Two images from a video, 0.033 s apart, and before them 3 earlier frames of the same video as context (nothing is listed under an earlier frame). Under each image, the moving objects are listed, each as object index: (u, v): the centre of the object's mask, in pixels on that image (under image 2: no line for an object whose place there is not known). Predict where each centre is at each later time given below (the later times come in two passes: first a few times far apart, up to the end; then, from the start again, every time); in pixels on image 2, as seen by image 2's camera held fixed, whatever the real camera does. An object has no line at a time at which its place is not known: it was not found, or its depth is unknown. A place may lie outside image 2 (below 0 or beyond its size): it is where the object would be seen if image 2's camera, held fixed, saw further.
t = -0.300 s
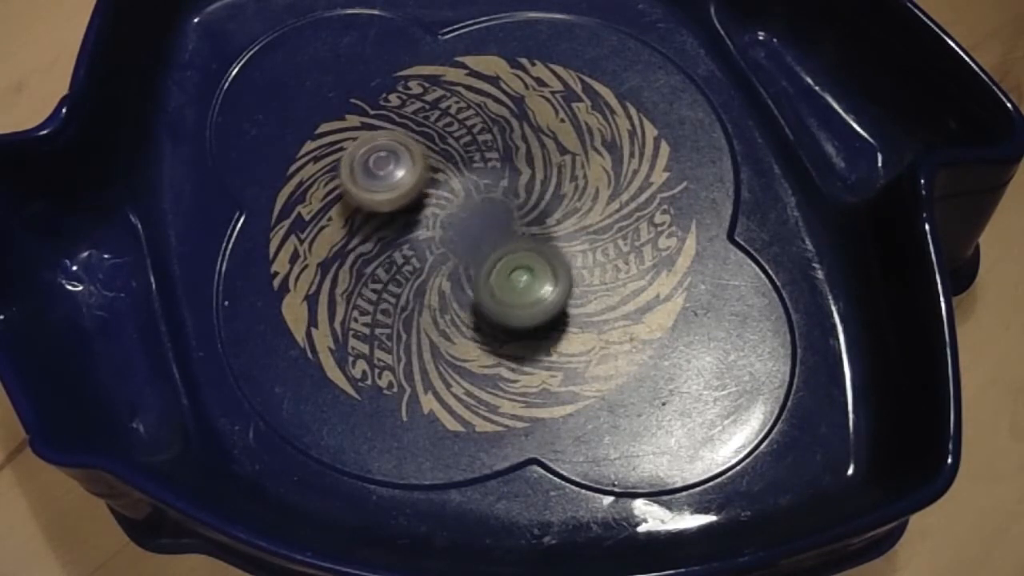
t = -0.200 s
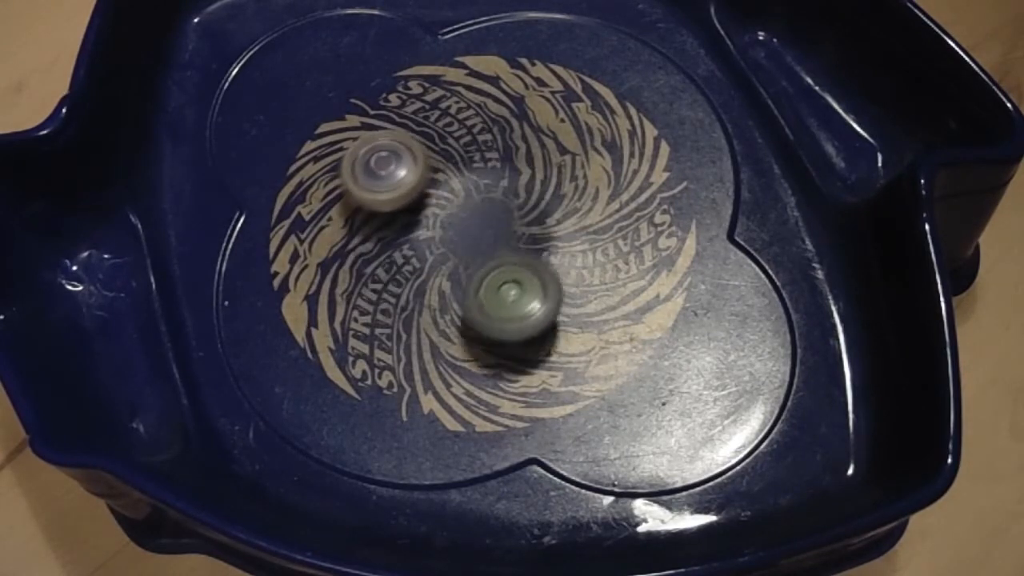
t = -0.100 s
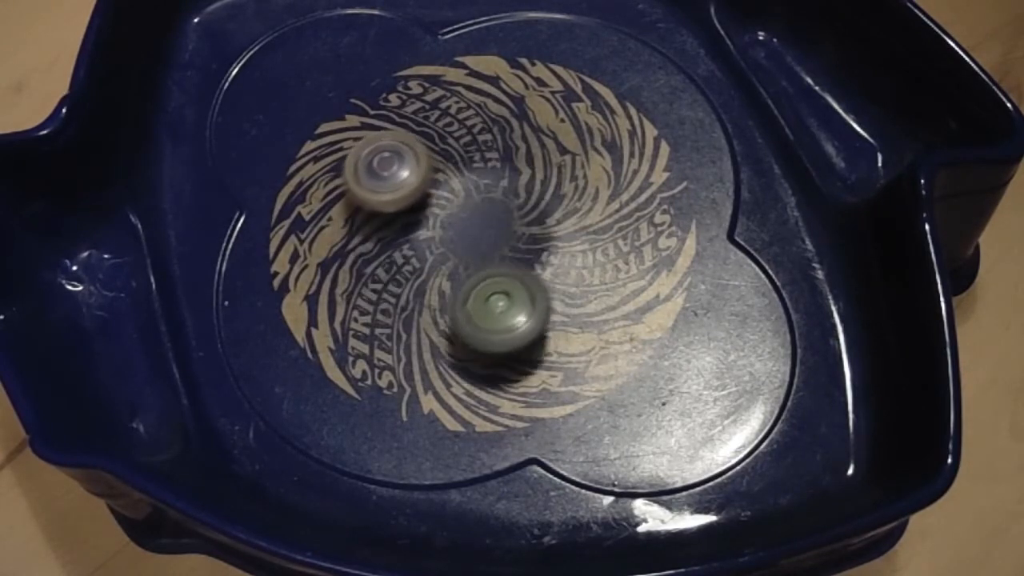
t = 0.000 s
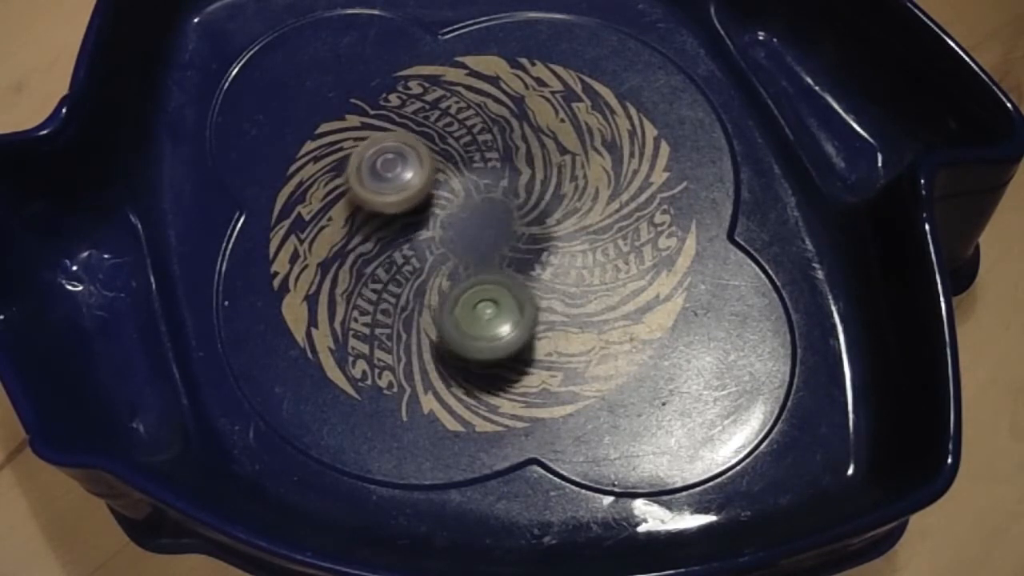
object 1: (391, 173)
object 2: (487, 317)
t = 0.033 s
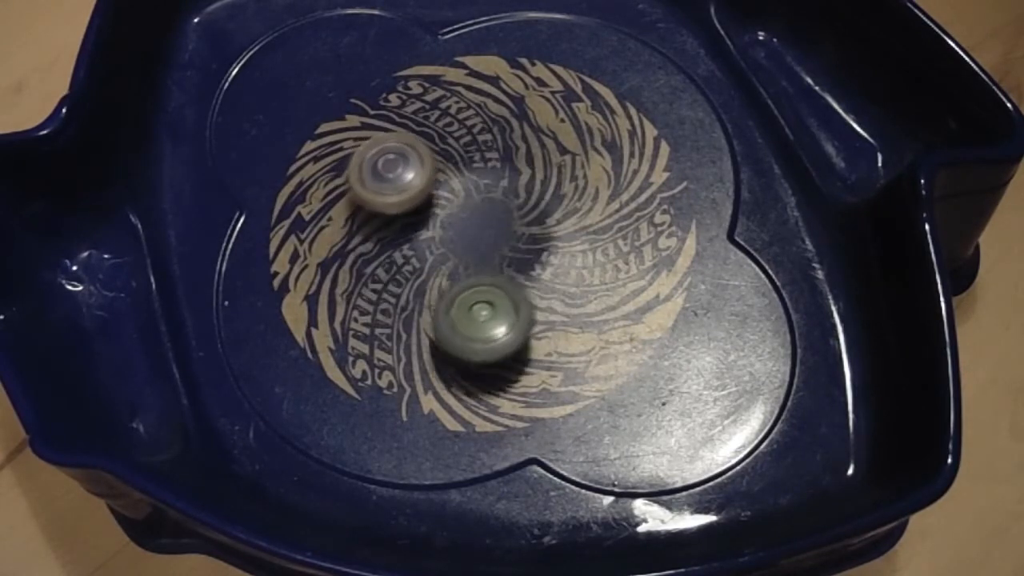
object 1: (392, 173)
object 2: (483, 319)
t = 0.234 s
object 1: (398, 180)
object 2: (453, 317)
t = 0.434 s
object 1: (401, 191)
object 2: (427, 305)
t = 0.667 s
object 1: (405, 188)
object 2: (407, 316)
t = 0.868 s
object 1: (417, 174)
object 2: (404, 317)
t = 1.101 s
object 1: (437, 183)
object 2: (406, 311)
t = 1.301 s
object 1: (455, 205)
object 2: (412, 303)
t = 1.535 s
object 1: (487, 220)
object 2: (405, 317)
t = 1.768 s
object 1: (506, 236)
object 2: (399, 330)
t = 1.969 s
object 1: (507, 249)
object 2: (396, 335)
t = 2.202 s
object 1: (490, 256)
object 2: (400, 331)
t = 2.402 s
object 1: (481, 239)
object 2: (397, 330)
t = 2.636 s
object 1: (490, 211)
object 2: (392, 331)
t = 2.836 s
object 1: (503, 192)
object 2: (396, 324)
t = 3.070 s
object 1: (514, 182)
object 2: (409, 311)
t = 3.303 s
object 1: (512, 191)
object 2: (426, 300)
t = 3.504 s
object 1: (496, 207)
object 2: (445, 295)
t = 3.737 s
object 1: (523, 173)
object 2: (407, 366)
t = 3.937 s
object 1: (539, 161)
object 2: (385, 390)
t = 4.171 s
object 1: (558, 172)
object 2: (365, 388)
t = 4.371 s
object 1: (563, 192)
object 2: (365, 366)
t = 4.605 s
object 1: (543, 209)
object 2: (392, 330)
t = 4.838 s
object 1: (507, 204)
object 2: (442, 307)
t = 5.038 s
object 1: (484, 191)
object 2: (483, 310)
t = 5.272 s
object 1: (472, 174)
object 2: (520, 336)
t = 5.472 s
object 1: (475, 169)
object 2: (525, 363)
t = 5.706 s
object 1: (484, 181)
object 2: (513, 376)
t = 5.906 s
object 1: (483, 200)
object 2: (493, 366)
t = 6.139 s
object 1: (467, 219)
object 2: (478, 332)
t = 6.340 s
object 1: (442, 203)
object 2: (479, 318)
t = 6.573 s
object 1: (441, 181)
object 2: (498, 309)
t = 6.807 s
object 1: (466, 181)
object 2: (514, 311)
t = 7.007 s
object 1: (484, 204)
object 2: (521, 320)
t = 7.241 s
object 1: (477, 239)
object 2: (516, 326)
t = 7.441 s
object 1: (450, 244)
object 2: (506, 327)
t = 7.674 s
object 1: (441, 226)
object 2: (495, 314)
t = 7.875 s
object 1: (463, 211)
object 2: (493, 299)
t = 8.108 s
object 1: (499, 208)
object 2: (499, 297)
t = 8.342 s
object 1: (518, 219)
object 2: (488, 330)
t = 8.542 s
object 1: (501, 232)
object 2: (467, 337)
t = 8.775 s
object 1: (470, 225)
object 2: (448, 322)
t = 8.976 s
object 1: (464, 206)
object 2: (447, 300)
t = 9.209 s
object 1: (481, 194)
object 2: (468, 280)
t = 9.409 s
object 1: (511, 183)
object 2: (481, 299)
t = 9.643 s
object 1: (513, 203)
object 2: (480, 321)
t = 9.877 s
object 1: (479, 214)
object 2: (461, 326)
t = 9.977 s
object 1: (465, 211)
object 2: (454, 321)
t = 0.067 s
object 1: (393, 174)
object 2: (478, 321)
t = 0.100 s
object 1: (394, 175)
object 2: (472, 320)
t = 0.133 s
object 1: (395, 176)
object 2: (468, 320)
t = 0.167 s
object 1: (396, 177)
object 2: (463, 320)
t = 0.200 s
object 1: (397, 178)
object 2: (458, 320)
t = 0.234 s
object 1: (398, 180)
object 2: (453, 317)
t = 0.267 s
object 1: (400, 181)
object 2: (448, 316)
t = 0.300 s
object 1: (400, 183)
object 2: (445, 314)
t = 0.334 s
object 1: (401, 185)
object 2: (440, 313)
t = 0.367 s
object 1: (402, 187)
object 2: (436, 311)
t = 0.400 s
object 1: (401, 189)
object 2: (431, 308)
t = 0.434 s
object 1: (401, 191)
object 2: (427, 305)
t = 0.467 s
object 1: (400, 196)
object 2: (423, 302)
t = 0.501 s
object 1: (401, 200)
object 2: (420, 298)
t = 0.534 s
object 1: (401, 203)
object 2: (418, 295)
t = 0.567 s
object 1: (401, 202)
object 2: (415, 297)
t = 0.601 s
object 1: (402, 193)
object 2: (412, 308)
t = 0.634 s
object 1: (404, 189)
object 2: (408, 314)
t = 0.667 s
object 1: (405, 188)
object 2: (407, 316)
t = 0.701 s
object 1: (406, 185)
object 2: (405, 317)
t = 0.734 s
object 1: (407, 182)
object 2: (405, 317)
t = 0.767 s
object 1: (408, 180)
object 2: (404, 317)
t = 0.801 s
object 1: (411, 178)
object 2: (404, 317)
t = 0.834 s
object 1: (414, 176)
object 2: (404, 317)
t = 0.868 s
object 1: (417, 174)
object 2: (404, 317)
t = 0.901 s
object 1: (420, 172)
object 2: (403, 317)
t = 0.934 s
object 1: (424, 172)
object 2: (403, 316)
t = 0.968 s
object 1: (426, 172)
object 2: (403, 315)
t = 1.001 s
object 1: (429, 174)
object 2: (404, 315)
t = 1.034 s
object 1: (431, 176)
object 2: (405, 314)
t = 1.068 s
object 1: (433, 179)
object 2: (406, 313)
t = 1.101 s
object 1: (437, 183)
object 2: (406, 311)
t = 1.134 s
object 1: (439, 186)
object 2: (407, 310)
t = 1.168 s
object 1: (442, 190)
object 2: (408, 308)
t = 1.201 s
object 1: (445, 194)
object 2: (410, 307)
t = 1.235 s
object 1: (449, 197)
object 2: (411, 306)
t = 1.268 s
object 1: (452, 201)
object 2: (411, 304)
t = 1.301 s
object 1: (455, 205)
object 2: (412, 303)
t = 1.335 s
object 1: (458, 209)
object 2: (414, 302)
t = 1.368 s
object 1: (461, 214)
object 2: (415, 301)
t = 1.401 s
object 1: (465, 217)
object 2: (416, 300)
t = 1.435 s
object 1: (471, 217)
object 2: (414, 303)
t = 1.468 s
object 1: (478, 217)
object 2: (410, 310)
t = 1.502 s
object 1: (484, 218)
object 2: (407, 313)
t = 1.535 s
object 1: (487, 220)
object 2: (405, 317)
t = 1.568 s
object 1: (492, 223)
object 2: (403, 319)
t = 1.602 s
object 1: (495, 225)
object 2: (403, 321)
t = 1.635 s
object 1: (498, 227)
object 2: (402, 323)
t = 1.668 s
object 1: (501, 229)
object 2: (402, 325)
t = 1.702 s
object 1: (503, 231)
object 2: (401, 327)
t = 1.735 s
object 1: (505, 234)
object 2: (400, 328)
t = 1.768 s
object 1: (506, 236)
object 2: (399, 330)
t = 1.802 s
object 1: (507, 239)
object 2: (398, 331)
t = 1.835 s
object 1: (508, 240)
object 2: (397, 333)
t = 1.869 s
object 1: (508, 242)
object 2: (396, 333)
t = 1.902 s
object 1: (508, 244)
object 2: (396, 335)
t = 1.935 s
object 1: (508, 247)
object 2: (396, 335)
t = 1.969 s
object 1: (507, 249)
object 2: (396, 335)
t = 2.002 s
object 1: (505, 251)
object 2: (396, 335)
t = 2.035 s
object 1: (503, 253)
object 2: (396, 335)
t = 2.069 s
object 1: (501, 254)
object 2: (396, 335)
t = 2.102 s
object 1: (498, 255)
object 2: (397, 335)
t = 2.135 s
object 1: (495, 256)
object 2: (398, 334)
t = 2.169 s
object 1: (493, 256)
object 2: (399, 333)
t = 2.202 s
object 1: (490, 256)
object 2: (400, 331)
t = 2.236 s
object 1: (486, 249)
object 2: (403, 330)
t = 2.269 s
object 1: (483, 249)
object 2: (405, 329)
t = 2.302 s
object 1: (481, 248)
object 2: (406, 328)
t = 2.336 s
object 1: (479, 247)
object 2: (407, 327)
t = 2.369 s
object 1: (479, 245)
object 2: (405, 327)
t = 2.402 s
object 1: (481, 239)
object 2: (397, 330)
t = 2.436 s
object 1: (483, 235)
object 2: (394, 331)
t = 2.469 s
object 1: (484, 232)
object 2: (393, 331)
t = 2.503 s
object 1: (485, 227)
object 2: (392, 332)
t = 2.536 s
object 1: (486, 223)
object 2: (392, 331)
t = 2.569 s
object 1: (488, 219)
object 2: (392, 331)
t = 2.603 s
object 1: (489, 214)
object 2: (392, 331)
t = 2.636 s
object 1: (490, 211)
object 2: (392, 331)
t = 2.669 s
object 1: (492, 207)
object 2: (392, 330)
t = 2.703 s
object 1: (494, 203)
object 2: (393, 329)
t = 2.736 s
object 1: (496, 200)
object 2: (393, 328)
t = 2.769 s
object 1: (498, 197)
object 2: (394, 326)
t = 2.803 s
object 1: (500, 194)
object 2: (395, 325)
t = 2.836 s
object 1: (503, 192)
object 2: (396, 324)
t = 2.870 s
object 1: (504, 190)
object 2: (397, 322)
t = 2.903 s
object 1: (506, 188)
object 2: (399, 320)
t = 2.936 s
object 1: (509, 187)
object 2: (401, 319)
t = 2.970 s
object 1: (511, 185)
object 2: (403, 317)
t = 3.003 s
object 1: (511, 184)
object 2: (405, 314)
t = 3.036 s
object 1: (513, 183)
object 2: (408, 313)
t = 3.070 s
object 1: (514, 182)
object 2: (409, 311)
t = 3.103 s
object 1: (515, 183)
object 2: (412, 309)
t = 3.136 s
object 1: (516, 183)
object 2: (414, 307)
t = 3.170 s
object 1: (516, 184)
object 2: (416, 305)
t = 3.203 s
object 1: (515, 186)
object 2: (418, 304)
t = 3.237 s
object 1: (515, 187)
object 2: (421, 303)
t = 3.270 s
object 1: (514, 188)
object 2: (423, 302)
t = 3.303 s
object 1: (512, 191)
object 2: (426, 300)
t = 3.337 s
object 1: (510, 193)
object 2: (429, 299)
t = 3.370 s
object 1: (508, 195)
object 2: (432, 298)
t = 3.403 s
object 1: (506, 198)
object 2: (435, 297)
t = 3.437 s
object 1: (503, 201)
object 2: (438, 296)
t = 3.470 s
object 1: (500, 204)
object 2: (441, 295)
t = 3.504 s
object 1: (496, 207)
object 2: (445, 295)
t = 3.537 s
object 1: (493, 209)
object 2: (448, 295)
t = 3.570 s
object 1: (490, 211)
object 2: (450, 295)
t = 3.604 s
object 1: (501, 200)
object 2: (440, 310)
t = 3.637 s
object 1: (511, 189)
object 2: (425, 333)
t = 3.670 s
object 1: (518, 181)
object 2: (417, 348)
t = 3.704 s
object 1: (522, 176)
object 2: (412, 358)
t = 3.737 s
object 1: (523, 173)
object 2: (407, 366)
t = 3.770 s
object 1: (523, 170)
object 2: (404, 372)
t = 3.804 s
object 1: (527, 167)
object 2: (400, 377)
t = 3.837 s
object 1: (529, 164)
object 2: (397, 381)
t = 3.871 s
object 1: (533, 161)
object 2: (394, 385)
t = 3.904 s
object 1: (536, 161)
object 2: (389, 388)
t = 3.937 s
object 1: (539, 161)
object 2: (385, 390)
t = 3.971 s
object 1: (543, 161)
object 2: (382, 392)
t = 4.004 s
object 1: (546, 162)
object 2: (379, 392)
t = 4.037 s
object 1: (548, 163)
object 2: (376, 393)
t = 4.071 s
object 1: (551, 165)
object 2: (373, 392)
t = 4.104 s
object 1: (555, 168)
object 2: (370, 392)
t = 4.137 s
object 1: (557, 169)
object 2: (368, 390)
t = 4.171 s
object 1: (558, 172)
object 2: (365, 388)
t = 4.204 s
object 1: (559, 174)
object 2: (364, 385)
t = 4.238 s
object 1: (562, 178)
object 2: (362, 383)
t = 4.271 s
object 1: (563, 181)
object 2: (362, 379)
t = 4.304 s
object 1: (564, 184)
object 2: (362, 374)
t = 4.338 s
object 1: (564, 188)
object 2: (363, 370)
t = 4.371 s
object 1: (563, 192)
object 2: (365, 366)
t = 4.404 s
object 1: (563, 194)
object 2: (368, 361)
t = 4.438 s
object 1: (561, 198)
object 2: (370, 356)
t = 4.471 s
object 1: (558, 202)
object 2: (373, 351)
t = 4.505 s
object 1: (555, 204)
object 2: (376, 346)
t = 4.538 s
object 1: (551, 206)
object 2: (382, 340)
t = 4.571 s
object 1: (547, 208)
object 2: (387, 335)
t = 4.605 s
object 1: (543, 209)
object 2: (392, 330)
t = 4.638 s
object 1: (537, 210)
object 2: (398, 325)
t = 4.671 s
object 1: (532, 209)
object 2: (405, 321)
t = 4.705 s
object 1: (528, 209)
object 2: (412, 318)
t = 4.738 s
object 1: (523, 208)
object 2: (419, 314)
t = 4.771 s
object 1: (517, 207)
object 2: (426, 311)
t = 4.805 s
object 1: (512, 206)
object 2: (434, 307)
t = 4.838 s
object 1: (507, 204)
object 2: (442, 307)
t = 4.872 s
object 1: (503, 202)
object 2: (448, 305)
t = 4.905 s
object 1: (498, 200)
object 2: (456, 305)
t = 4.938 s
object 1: (494, 198)
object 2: (463, 304)
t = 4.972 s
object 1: (491, 196)
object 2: (468, 305)
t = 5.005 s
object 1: (487, 193)
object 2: (476, 307)
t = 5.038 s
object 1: (484, 191)
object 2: (483, 310)
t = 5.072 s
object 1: (480, 189)
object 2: (489, 311)
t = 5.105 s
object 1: (478, 187)
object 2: (497, 316)
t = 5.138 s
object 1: (476, 184)
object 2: (503, 321)
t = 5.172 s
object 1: (473, 181)
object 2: (508, 324)
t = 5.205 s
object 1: (472, 179)
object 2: (513, 328)
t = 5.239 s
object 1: (472, 176)
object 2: (517, 332)
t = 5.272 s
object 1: (472, 174)
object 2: (520, 336)
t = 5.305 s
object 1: (471, 173)
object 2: (522, 340)
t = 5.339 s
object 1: (471, 172)
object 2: (525, 344)
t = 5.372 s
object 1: (471, 170)
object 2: (526, 348)
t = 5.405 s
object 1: (473, 169)
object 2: (526, 354)
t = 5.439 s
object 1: (474, 168)
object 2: (527, 358)
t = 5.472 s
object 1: (475, 169)
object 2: (525, 363)
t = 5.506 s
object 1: (477, 169)
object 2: (525, 366)
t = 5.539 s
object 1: (478, 170)
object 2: (524, 368)
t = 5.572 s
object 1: (479, 171)
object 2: (524, 369)
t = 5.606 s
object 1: (481, 174)
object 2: (522, 372)
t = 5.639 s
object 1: (482, 176)
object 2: (519, 375)
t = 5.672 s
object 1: (483, 178)
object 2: (517, 375)
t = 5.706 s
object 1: (484, 181)
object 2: (513, 376)
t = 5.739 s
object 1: (486, 184)
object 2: (510, 375)
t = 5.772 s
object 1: (486, 187)
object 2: (507, 376)
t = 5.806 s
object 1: (486, 190)
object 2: (504, 373)
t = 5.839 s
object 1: (486, 193)
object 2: (500, 371)
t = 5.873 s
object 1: (483, 197)
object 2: (497, 369)
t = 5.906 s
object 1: (483, 200)
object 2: (493, 366)
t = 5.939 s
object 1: (481, 204)
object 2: (489, 362)
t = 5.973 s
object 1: (479, 206)
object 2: (487, 358)
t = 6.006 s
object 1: (477, 210)
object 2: (484, 354)
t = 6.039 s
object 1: (474, 212)
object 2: (482, 350)
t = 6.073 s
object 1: (470, 215)
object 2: (481, 344)
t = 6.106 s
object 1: (468, 217)
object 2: (478, 338)
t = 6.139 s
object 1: (467, 219)
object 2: (478, 332)
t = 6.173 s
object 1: (464, 220)
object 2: (478, 326)
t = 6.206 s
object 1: (461, 221)
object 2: (477, 321)
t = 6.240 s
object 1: (454, 223)
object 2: (476, 316)
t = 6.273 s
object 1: (452, 218)
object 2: (477, 314)
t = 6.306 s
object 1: (446, 210)
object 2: (478, 316)
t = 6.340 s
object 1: (442, 203)
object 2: (479, 318)
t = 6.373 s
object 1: (440, 198)
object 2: (481, 316)
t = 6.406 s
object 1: (440, 195)
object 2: (484, 315)
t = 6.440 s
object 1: (439, 191)
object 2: (487, 313)
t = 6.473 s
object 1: (437, 188)
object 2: (489, 312)
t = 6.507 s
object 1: (438, 185)
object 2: (492, 311)
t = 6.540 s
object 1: (440, 183)
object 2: (495, 310)
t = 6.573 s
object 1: (441, 181)
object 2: (498, 309)
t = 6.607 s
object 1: (443, 179)
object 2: (500, 308)
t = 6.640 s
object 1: (446, 177)
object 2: (502, 308)
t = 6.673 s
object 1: (449, 176)
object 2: (505, 308)
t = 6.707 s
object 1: (453, 177)
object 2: (507, 309)
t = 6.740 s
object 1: (458, 178)
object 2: (510, 310)
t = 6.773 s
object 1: (462, 178)
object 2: (513, 311)
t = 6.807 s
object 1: (466, 181)
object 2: (514, 311)
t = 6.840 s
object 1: (470, 183)
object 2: (516, 312)
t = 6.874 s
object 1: (474, 186)
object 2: (517, 314)
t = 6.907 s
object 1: (478, 191)
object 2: (518, 316)
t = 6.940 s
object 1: (481, 195)
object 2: (519, 318)
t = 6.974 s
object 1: (483, 199)
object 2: (520, 319)
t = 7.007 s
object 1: (484, 204)
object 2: (521, 320)
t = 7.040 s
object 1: (485, 209)
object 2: (521, 321)
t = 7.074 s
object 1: (486, 214)
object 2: (520, 322)
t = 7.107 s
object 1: (486, 221)
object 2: (520, 323)
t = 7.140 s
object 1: (484, 226)
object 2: (520, 324)
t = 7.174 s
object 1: (482, 231)
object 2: (519, 325)
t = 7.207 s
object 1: (480, 236)
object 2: (518, 326)
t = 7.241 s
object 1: (477, 239)
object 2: (516, 326)
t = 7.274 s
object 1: (475, 241)
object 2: (514, 326)
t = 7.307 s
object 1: (472, 241)
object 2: (512, 326)
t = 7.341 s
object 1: (470, 242)
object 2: (512, 328)
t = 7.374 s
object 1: (468, 241)
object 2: (510, 329)
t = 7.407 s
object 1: (464, 241)
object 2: (508, 328)
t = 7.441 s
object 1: (450, 244)
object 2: (506, 327)
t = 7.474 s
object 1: (446, 242)
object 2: (503, 327)
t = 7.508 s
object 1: (443, 240)
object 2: (502, 325)
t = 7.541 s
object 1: (441, 237)
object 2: (500, 323)
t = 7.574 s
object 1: (440, 234)
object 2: (498, 321)
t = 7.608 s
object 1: (440, 231)
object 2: (497, 318)
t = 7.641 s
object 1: (440, 228)
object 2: (495, 316)
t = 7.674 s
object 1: (441, 226)
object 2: (495, 314)
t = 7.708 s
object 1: (442, 222)
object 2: (494, 312)
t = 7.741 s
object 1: (444, 220)
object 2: (493, 308)
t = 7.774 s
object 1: (448, 217)
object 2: (493, 306)
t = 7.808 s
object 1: (453, 215)
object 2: (493, 305)
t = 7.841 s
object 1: (456, 212)
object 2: (493, 302)
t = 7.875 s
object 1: (463, 211)
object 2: (493, 299)
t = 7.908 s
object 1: (468, 209)
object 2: (494, 297)
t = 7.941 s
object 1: (471, 209)
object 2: (494, 295)
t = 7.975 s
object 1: (478, 208)
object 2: (495, 294)
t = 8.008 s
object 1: (483, 207)
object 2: (495, 294)
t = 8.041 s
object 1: (489, 207)
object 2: (496, 295)
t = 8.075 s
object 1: (494, 208)
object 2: (498, 296)
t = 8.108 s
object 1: (499, 208)
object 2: (499, 297)
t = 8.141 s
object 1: (505, 208)
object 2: (497, 307)
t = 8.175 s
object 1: (511, 207)
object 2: (497, 314)
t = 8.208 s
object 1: (515, 208)
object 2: (495, 318)
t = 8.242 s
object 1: (516, 211)
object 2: (495, 322)
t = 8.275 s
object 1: (518, 213)
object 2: (493, 326)
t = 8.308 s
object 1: (518, 215)
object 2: (490, 328)
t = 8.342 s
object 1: (518, 219)
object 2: (488, 330)
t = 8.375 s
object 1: (517, 221)
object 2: (485, 333)
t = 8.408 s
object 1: (514, 225)
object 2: (482, 335)
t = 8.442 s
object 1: (512, 227)
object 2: (479, 336)
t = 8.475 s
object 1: (509, 229)
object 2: (475, 338)
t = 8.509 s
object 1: (506, 231)
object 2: (470, 338)
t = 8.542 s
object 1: (501, 232)
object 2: (467, 337)
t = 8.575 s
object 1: (496, 233)
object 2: (463, 336)
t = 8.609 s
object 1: (492, 233)
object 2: (460, 335)
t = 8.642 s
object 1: (485, 233)
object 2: (457, 333)
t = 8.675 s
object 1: (481, 232)
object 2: (455, 330)
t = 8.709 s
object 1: (477, 231)
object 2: (451, 327)
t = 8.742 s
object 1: (472, 228)
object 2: (449, 325)
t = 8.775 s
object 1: (470, 225)
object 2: (448, 322)
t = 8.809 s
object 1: (468, 222)
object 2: (447, 318)
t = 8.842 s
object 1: (467, 219)
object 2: (445, 314)
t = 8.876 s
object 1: (466, 216)
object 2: (445, 311)
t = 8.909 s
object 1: (463, 213)
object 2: (445, 307)
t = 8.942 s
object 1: (463, 210)
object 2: (446, 303)
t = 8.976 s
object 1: (464, 206)
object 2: (447, 300)
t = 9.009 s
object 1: (464, 204)
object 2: (448, 296)
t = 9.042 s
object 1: (467, 201)
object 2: (451, 292)
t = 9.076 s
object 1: (468, 199)
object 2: (453, 288)
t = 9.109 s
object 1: (472, 198)
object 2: (456, 285)
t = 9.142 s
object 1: (475, 195)
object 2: (460, 283)
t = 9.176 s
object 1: (478, 195)
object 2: (464, 282)
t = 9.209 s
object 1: (481, 194)
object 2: (468, 280)
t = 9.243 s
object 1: (484, 195)
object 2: (473, 280)
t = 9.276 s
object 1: (491, 193)
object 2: (476, 281)
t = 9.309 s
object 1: (499, 186)
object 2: (476, 288)
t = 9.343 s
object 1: (505, 183)
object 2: (478, 293)
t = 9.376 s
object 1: (507, 183)
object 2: (481, 297)
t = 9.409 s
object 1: (511, 183)
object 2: (481, 299)
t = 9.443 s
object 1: (512, 186)
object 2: (482, 302)
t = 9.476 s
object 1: (515, 188)
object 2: (484, 307)
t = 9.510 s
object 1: (517, 190)
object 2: (483, 309)
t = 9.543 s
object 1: (516, 194)
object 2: (483, 312)
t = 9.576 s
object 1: (517, 195)
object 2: (483, 315)
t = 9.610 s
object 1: (514, 200)
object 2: (482, 318)
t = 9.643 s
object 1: (513, 203)
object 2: (480, 321)
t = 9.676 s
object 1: (508, 206)
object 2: (478, 323)
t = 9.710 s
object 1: (505, 208)
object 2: (476, 324)
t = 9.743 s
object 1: (501, 210)
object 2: (472, 325)
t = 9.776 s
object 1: (496, 213)
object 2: (469, 326)
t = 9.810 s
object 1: (490, 214)
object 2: (467, 326)
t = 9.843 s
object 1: (484, 215)
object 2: (464, 326)
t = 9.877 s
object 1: (479, 214)
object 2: (461, 326)
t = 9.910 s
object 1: (473, 214)
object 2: (460, 325)
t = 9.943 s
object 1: (469, 213)
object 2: (457, 323)
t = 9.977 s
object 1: (465, 211)
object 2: (454, 321)
